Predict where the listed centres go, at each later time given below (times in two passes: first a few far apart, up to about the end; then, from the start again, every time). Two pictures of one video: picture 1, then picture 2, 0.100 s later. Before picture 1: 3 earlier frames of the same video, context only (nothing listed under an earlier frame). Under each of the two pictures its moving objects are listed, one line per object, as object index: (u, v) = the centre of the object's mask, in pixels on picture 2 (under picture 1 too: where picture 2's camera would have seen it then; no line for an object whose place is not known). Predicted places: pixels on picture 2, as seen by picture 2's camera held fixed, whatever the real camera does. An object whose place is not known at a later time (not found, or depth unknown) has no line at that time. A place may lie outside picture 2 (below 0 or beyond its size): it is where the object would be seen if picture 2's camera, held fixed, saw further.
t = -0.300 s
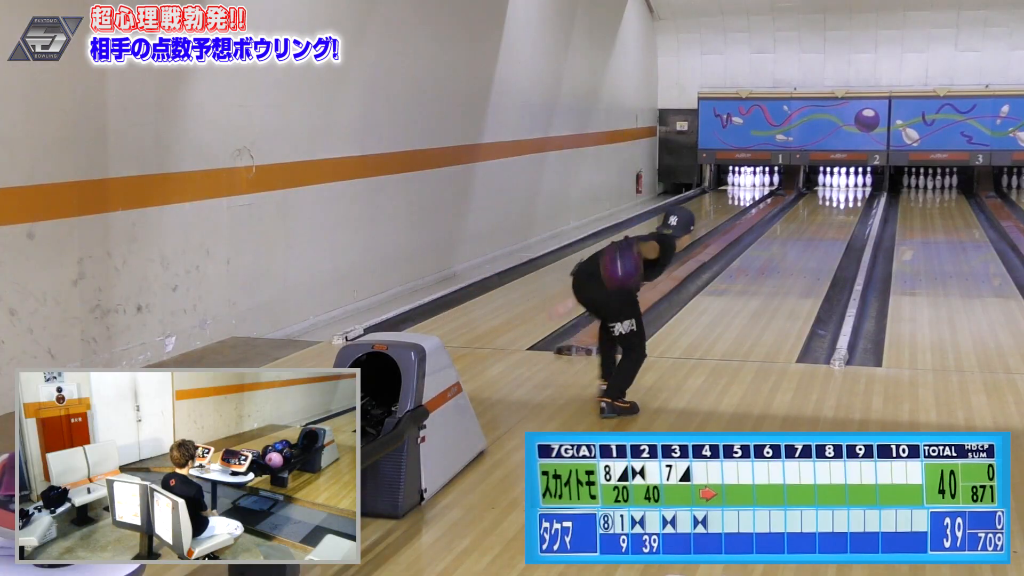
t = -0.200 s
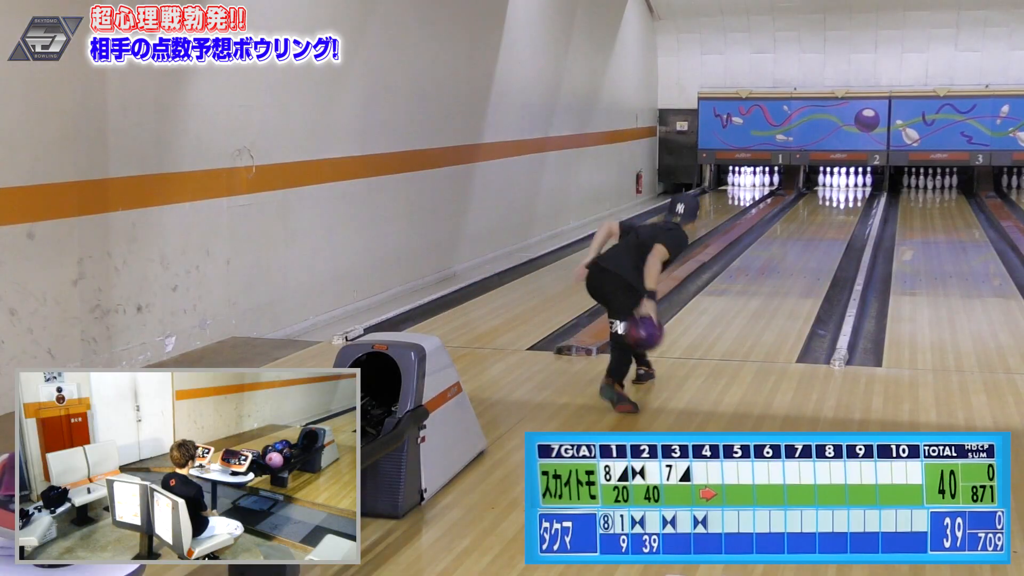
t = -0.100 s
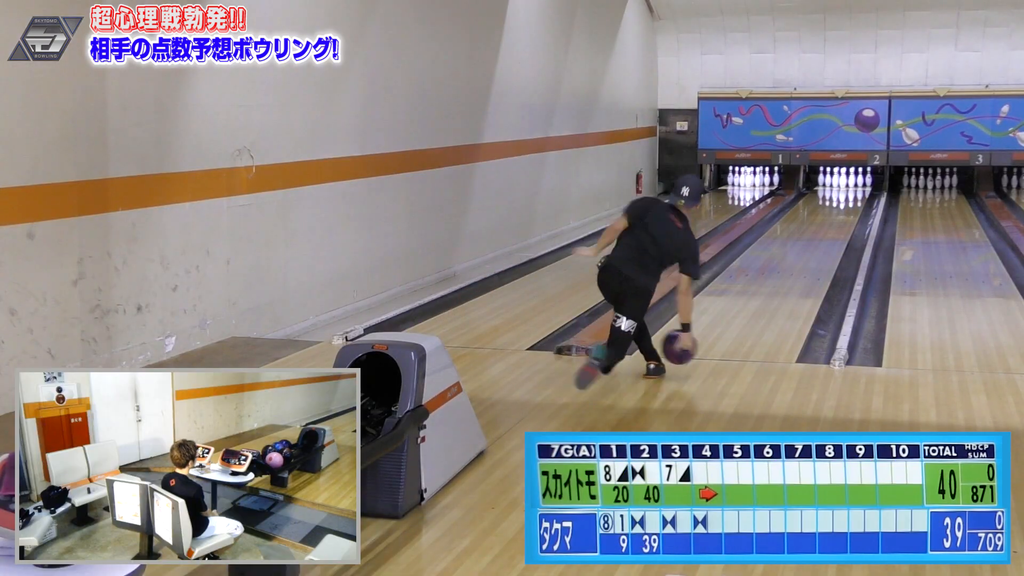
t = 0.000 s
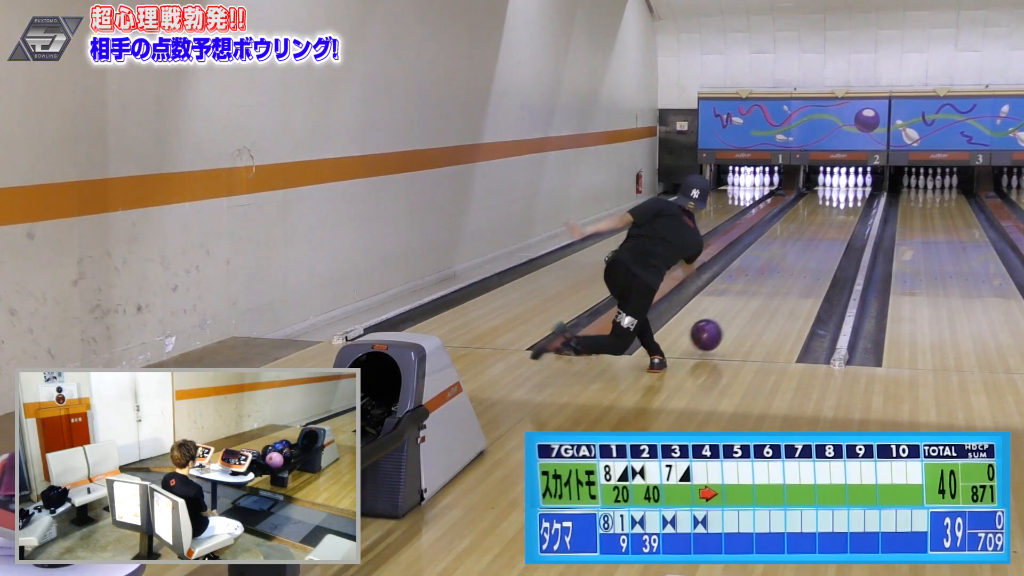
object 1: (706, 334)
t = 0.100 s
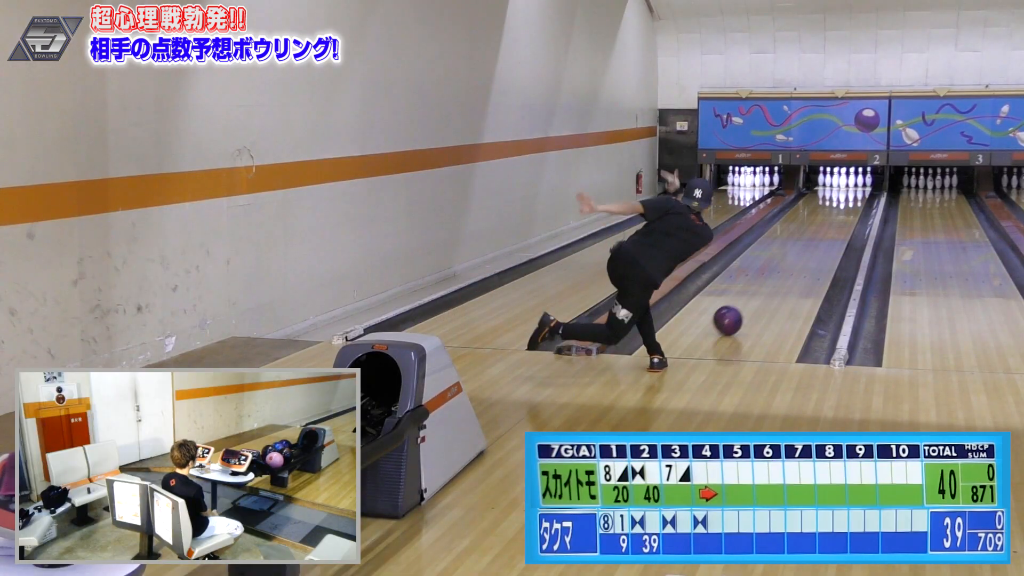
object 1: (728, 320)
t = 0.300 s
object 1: (762, 290)
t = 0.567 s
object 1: (795, 262)
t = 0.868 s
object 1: (819, 239)
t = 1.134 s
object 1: (833, 223)
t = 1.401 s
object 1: (841, 211)
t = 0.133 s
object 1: (734, 315)
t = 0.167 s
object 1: (740, 309)
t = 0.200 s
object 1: (746, 304)
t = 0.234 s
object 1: (752, 299)
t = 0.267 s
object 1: (757, 295)
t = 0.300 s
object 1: (762, 290)
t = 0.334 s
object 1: (767, 286)
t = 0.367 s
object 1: (771, 282)
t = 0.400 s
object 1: (776, 279)
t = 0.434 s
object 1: (780, 275)
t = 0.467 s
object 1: (784, 272)
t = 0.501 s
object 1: (788, 268)
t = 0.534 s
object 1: (791, 265)
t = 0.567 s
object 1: (795, 262)
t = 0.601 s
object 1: (798, 259)
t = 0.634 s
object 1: (801, 256)
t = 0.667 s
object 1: (804, 253)
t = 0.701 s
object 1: (807, 251)
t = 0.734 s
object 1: (810, 248)
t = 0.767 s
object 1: (812, 246)
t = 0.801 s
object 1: (815, 243)
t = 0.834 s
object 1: (817, 241)
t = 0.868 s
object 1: (819, 239)
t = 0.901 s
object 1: (821, 236)
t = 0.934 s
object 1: (824, 234)
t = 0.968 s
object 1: (825, 232)
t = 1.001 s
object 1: (827, 230)
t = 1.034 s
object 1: (829, 229)
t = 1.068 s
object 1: (830, 227)
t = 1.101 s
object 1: (832, 225)
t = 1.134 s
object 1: (833, 223)
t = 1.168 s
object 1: (835, 222)
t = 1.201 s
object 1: (836, 220)
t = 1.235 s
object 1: (837, 218)
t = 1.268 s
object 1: (838, 217)
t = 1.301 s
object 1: (839, 215)
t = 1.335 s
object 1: (840, 214)
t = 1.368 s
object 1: (841, 212)
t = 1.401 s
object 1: (841, 211)
